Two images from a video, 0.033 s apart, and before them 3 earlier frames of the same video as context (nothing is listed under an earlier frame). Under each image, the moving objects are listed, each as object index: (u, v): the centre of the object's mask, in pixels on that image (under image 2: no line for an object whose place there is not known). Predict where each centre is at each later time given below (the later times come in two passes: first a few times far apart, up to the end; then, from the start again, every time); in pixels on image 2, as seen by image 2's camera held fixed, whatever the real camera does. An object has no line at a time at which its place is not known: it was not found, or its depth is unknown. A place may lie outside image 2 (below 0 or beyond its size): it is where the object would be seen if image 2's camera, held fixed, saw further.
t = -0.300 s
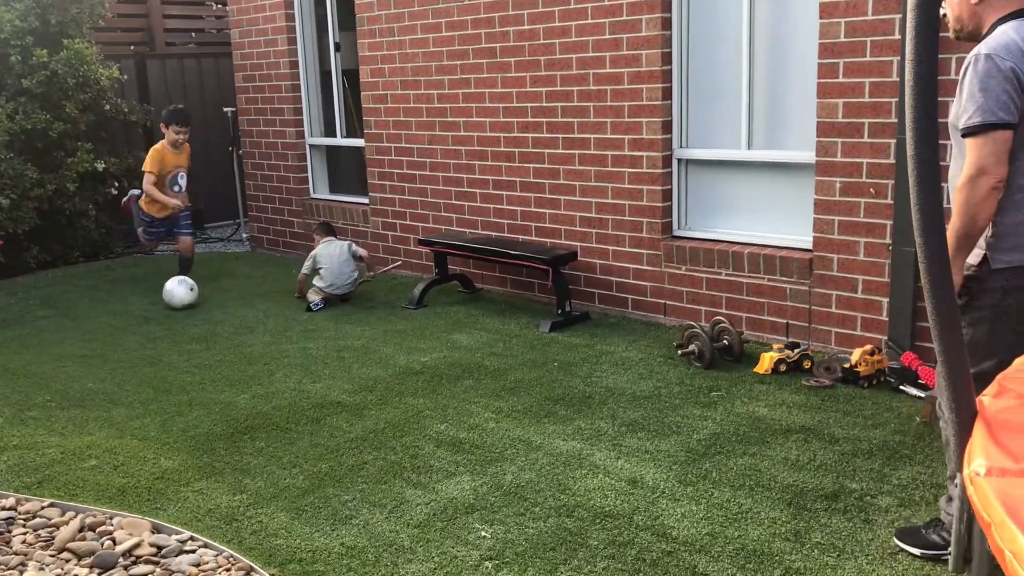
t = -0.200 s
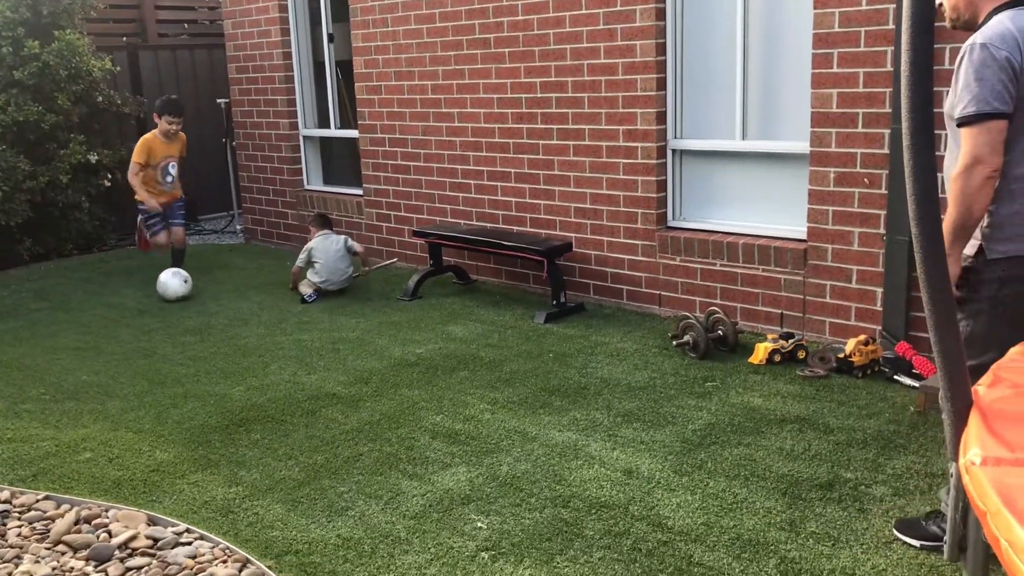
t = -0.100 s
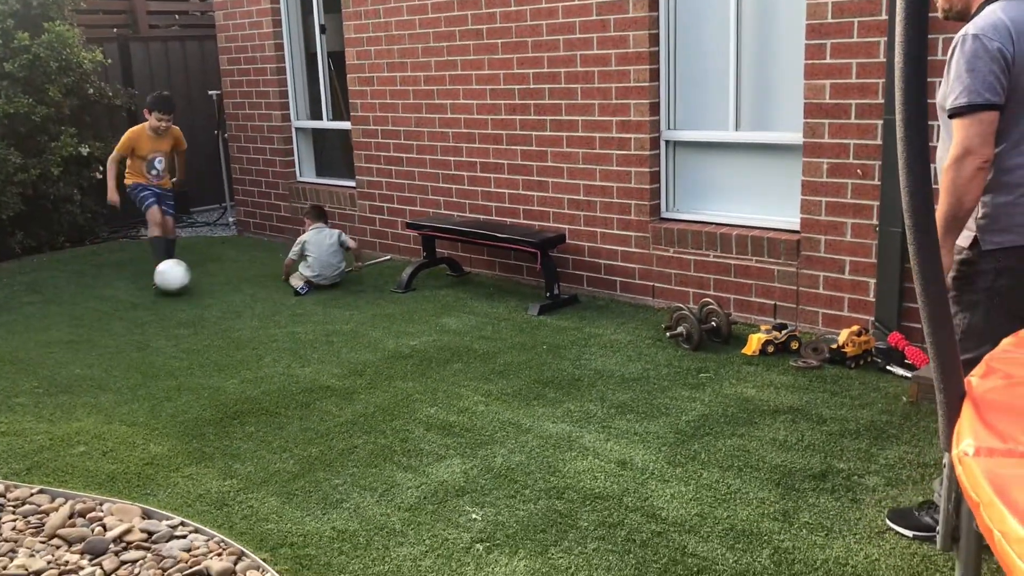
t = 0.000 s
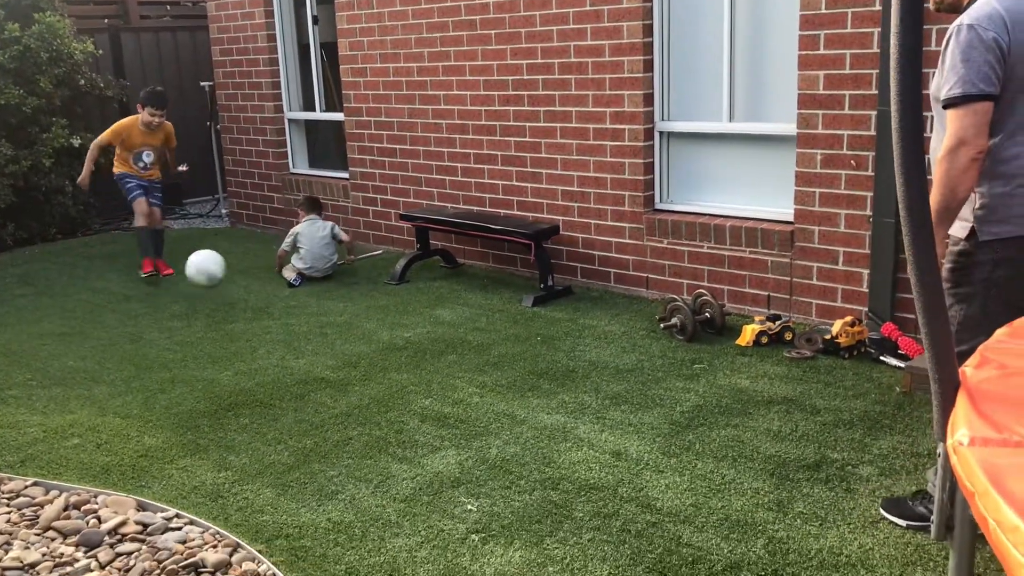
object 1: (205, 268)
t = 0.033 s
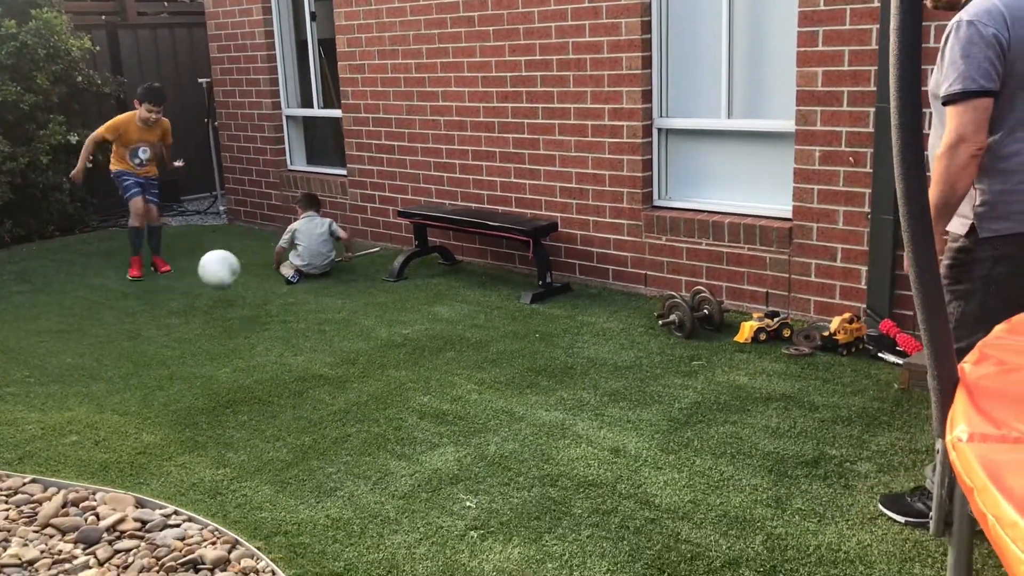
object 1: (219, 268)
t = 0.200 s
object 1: (320, 327)
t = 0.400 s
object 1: (457, 397)
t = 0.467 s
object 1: (506, 422)
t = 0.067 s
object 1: (236, 275)
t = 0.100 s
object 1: (254, 283)
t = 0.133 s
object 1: (274, 294)
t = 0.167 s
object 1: (297, 310)
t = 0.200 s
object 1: (320, 327)
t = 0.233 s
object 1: (345, 349)
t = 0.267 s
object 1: (367, 358)
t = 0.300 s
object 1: (387, 363)
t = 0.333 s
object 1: (408, 370)
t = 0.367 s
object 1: (431, 381)
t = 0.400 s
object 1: (457, 397)
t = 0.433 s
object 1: (484, 416)
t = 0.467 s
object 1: (506, 422)
